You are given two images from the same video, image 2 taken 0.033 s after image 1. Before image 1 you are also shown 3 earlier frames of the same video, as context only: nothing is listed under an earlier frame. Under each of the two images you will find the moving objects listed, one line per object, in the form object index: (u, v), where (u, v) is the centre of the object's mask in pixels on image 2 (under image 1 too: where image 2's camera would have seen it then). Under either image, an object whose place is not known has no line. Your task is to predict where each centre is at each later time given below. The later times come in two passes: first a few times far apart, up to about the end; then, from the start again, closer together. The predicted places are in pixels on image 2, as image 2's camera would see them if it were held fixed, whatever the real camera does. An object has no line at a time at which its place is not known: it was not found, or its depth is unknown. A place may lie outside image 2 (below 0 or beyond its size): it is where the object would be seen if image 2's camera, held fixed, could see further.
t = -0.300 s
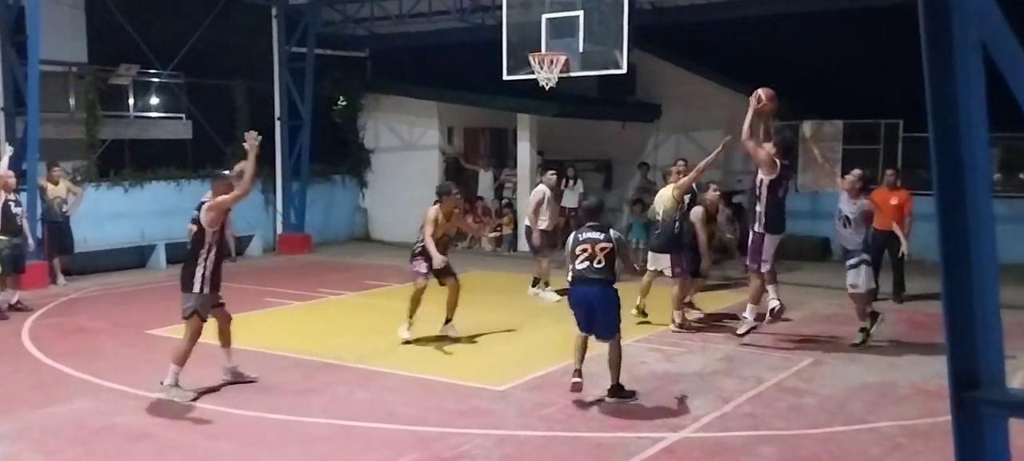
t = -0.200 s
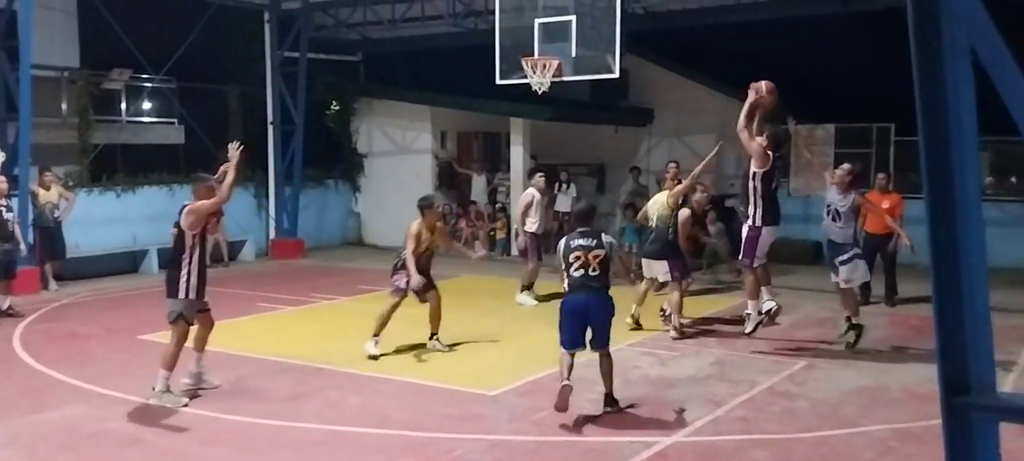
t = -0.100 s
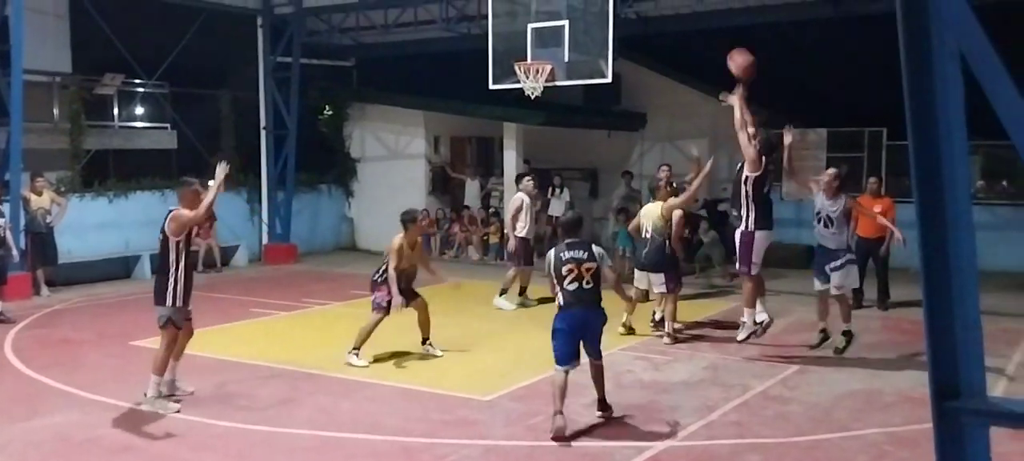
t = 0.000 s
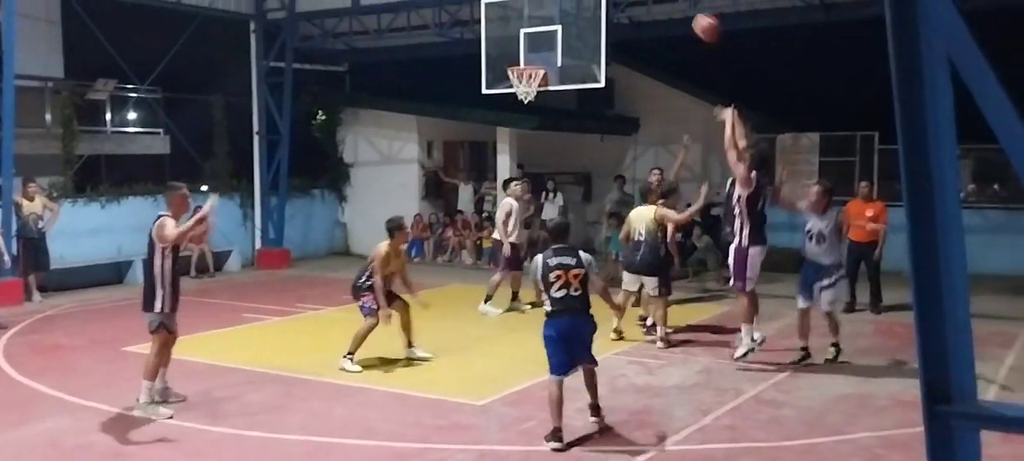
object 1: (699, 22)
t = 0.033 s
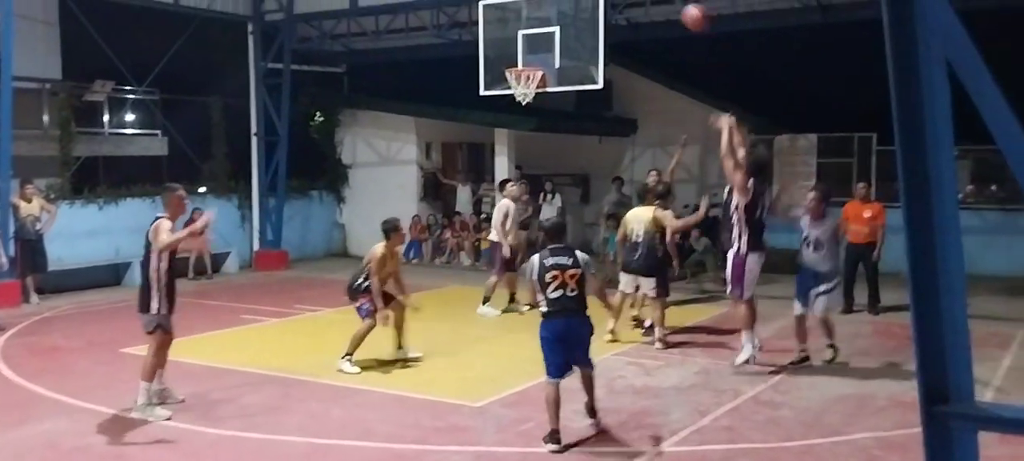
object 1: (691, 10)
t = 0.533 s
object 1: (582, -10)
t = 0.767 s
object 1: (544, 43)
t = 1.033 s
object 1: (542, 40)
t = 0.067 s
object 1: (683, 2)
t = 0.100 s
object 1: (672, -1)
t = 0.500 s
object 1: (591, -11)
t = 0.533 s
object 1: (582, -10)
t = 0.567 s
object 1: (577, -7)
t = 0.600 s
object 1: (572, -1)
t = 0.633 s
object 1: (566, 6)
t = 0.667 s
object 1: (559, 13)
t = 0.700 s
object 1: (555, 21)
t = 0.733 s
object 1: (549, 32)
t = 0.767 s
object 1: (544, 43)
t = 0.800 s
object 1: (537, 54)
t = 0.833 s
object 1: (537, 53)
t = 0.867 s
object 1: (538, 48)
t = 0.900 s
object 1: (538, 44)
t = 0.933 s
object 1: (539, 42)
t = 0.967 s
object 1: (540, 41)
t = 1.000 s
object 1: (541, 40)
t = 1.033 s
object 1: (542, 40)
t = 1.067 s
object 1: (542, 40)
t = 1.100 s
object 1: (542, 39)
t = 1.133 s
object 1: (544, 42)
